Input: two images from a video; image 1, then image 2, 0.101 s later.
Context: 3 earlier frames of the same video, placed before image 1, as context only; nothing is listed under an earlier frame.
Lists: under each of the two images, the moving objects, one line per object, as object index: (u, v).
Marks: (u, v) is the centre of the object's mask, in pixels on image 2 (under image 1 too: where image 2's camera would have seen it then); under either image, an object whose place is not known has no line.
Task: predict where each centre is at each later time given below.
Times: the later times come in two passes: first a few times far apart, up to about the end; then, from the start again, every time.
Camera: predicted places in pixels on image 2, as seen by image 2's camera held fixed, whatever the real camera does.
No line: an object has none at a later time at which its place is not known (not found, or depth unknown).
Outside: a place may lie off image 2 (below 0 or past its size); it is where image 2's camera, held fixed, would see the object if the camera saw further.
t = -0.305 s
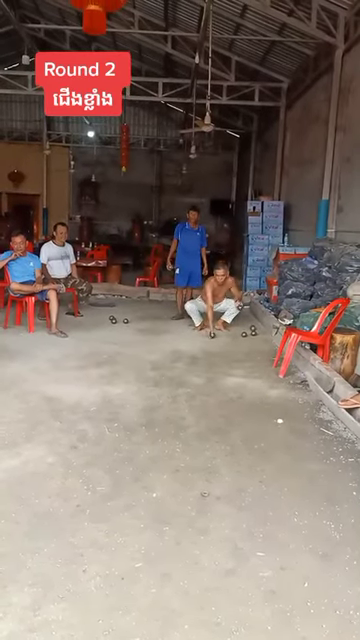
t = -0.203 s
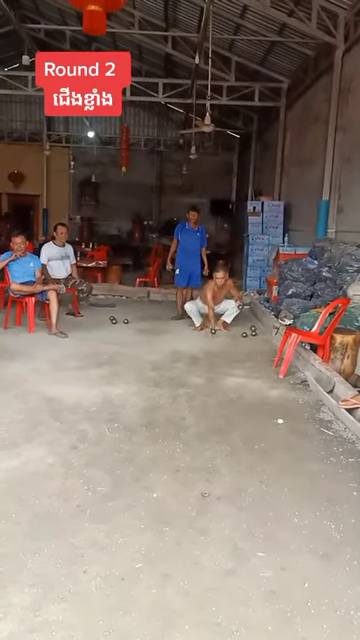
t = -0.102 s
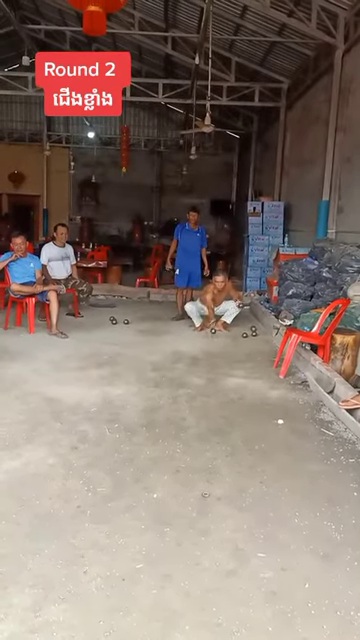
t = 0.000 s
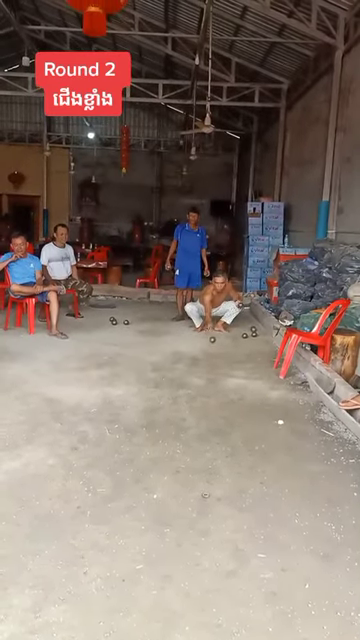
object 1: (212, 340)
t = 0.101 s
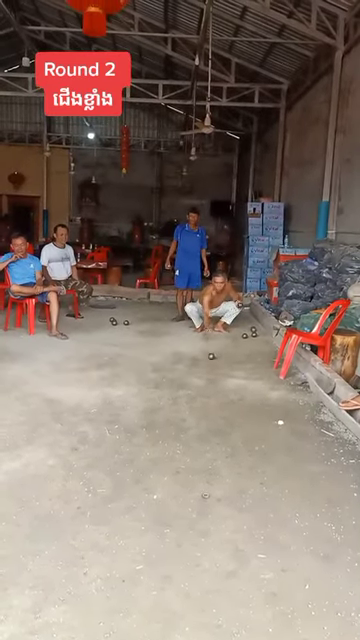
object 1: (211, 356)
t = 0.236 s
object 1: (209, 360)
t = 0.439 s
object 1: (208, 367)
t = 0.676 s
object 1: (207, 377)
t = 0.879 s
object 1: (206, 386)
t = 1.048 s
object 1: (205, 394)
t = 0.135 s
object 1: (210, 356)
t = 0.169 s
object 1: (210, 357)
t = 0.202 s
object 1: (210, 359)
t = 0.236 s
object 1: (209, 360)
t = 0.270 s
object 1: (209, 361)
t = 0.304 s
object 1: (208, 363)
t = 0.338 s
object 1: (208, 364)
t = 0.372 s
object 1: (208, 365)
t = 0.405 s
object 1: (208, 366)
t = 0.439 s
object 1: (208, 367)
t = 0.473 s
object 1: (207, 369)
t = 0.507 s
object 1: (207, 370)
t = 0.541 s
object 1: (207, 371)
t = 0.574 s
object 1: (207, 372)
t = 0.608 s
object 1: (207, 374)
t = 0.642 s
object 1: (207, 375)
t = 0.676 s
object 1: (207, 377)
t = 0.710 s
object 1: (207, 378)
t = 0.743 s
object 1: (207, 380)
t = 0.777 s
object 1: (206, 382)
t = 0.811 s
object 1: (206, 382)
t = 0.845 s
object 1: (206, 385)
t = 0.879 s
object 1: (206, 386)
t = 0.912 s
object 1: (206, 387)
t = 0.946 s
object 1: (206, 388)
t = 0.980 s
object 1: (206, 390)
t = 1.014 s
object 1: (205, 392)
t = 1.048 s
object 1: (205, 394)
